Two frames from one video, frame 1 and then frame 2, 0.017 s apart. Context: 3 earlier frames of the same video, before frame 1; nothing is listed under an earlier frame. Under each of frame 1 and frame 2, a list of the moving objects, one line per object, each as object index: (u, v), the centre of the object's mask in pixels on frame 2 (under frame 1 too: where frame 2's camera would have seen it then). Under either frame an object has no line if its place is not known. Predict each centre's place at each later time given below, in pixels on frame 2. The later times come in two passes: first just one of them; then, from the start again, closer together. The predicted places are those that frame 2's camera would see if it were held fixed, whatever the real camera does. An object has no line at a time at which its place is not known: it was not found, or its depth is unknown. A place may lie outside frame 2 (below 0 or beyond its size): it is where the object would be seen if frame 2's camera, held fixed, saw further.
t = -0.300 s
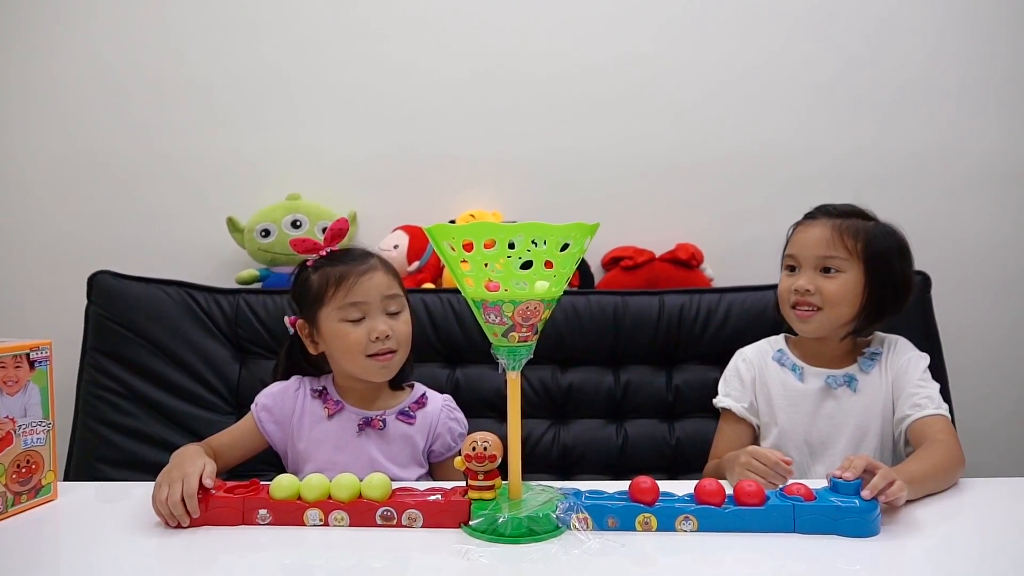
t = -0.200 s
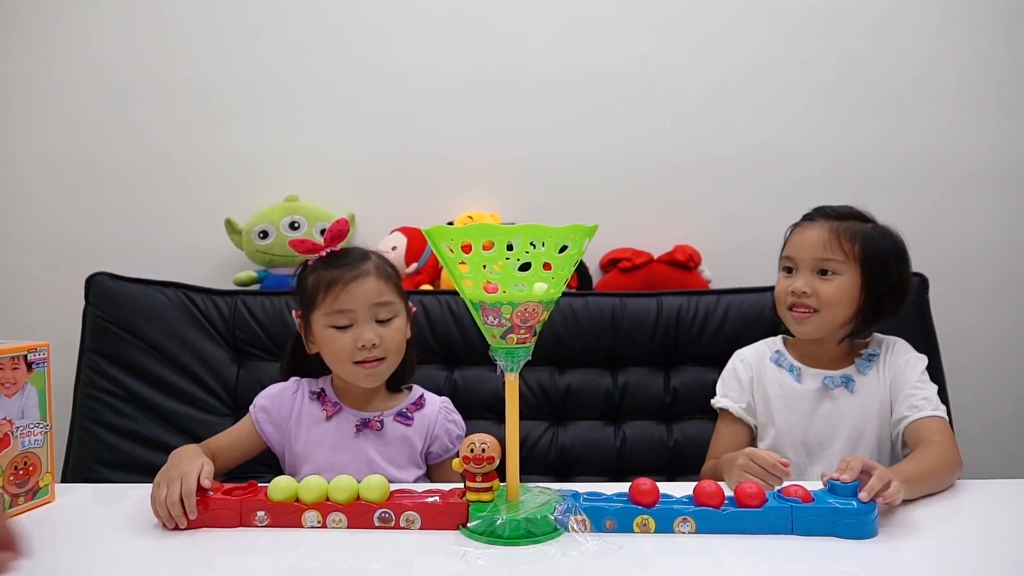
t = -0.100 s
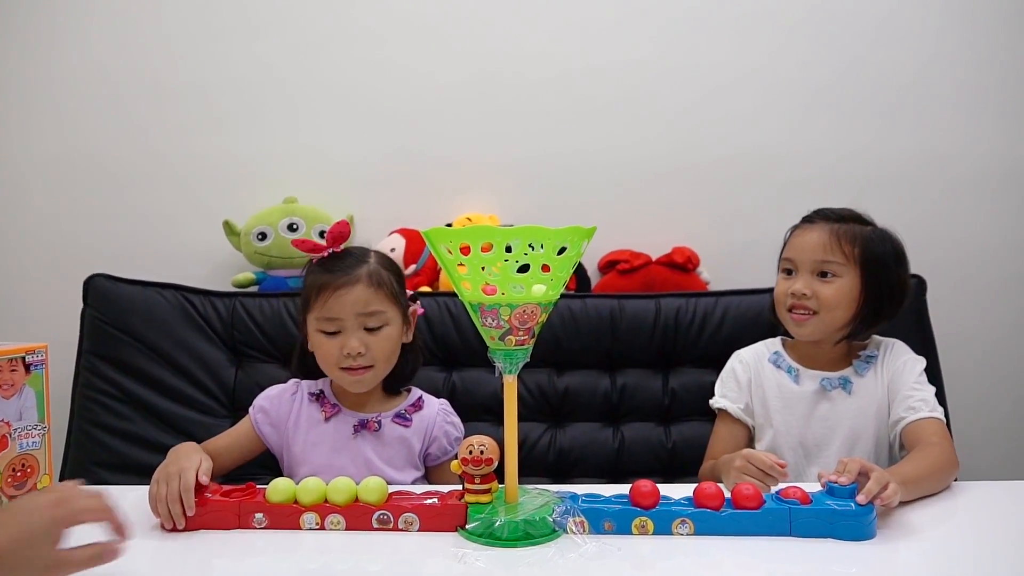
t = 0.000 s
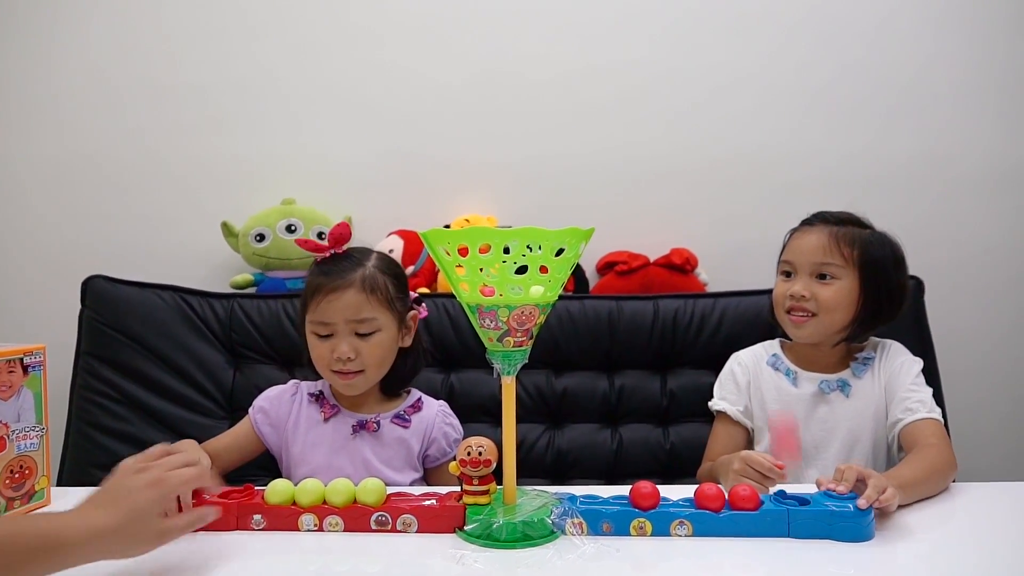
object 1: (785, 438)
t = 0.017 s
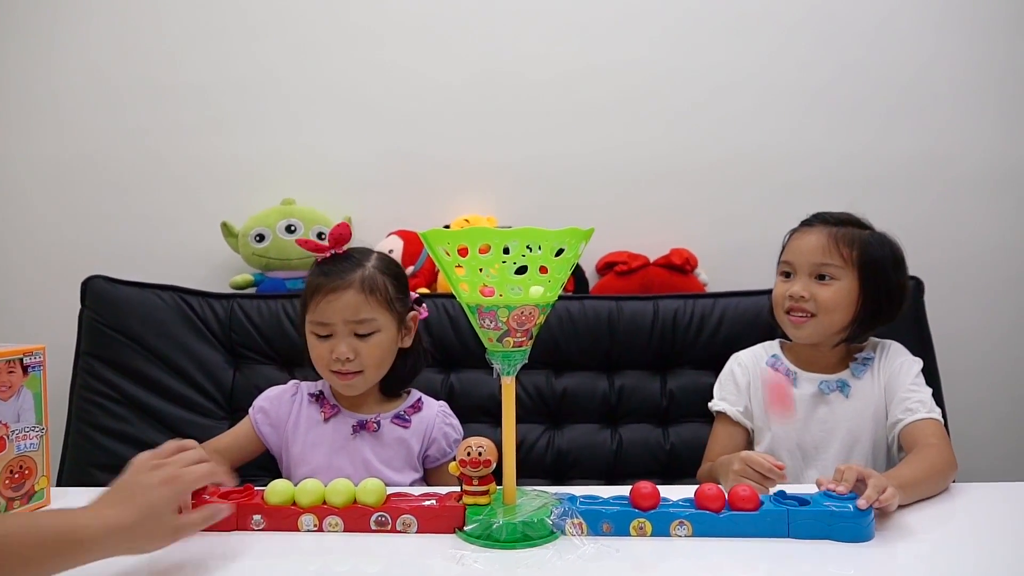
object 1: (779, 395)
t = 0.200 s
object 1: (709, 44)
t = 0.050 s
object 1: (766, 312)
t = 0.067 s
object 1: (759, 269)
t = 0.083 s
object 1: (753, 228)
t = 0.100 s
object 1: (747, 194)
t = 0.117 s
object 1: (740, 162)
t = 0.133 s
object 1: (734, 133)
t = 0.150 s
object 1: (728, 106)
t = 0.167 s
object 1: (721, 82)
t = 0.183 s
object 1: (715, 62)
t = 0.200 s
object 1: (709, 44)
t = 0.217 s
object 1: (703, 28)
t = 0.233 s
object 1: (697, 15)
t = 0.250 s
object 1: (691, 7)
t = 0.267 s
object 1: (684, 4)
